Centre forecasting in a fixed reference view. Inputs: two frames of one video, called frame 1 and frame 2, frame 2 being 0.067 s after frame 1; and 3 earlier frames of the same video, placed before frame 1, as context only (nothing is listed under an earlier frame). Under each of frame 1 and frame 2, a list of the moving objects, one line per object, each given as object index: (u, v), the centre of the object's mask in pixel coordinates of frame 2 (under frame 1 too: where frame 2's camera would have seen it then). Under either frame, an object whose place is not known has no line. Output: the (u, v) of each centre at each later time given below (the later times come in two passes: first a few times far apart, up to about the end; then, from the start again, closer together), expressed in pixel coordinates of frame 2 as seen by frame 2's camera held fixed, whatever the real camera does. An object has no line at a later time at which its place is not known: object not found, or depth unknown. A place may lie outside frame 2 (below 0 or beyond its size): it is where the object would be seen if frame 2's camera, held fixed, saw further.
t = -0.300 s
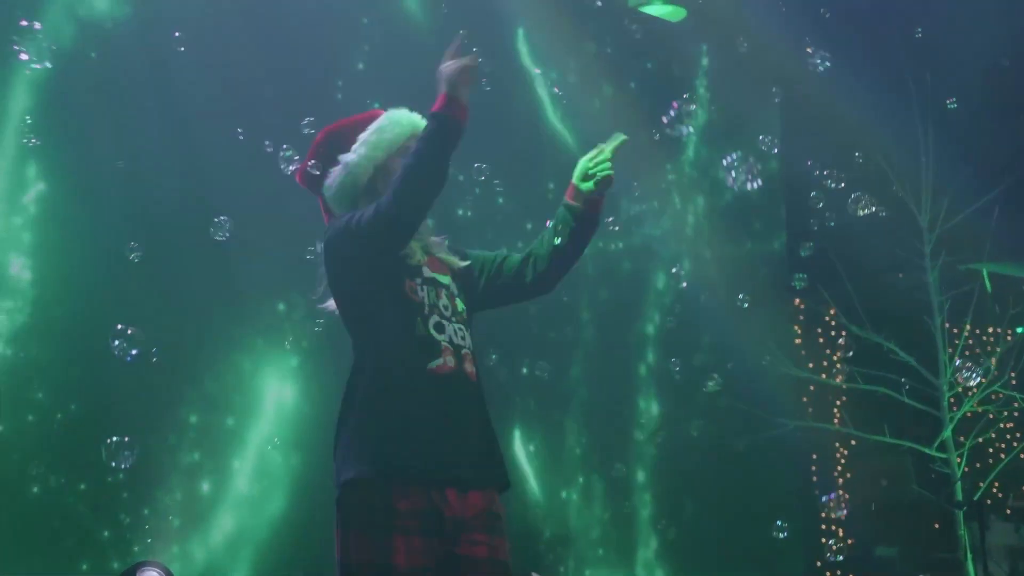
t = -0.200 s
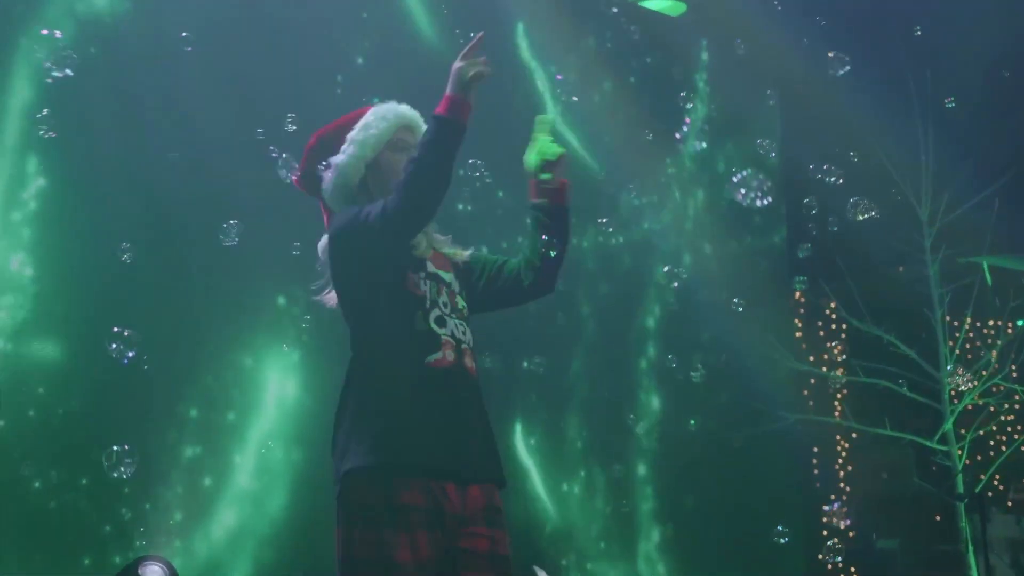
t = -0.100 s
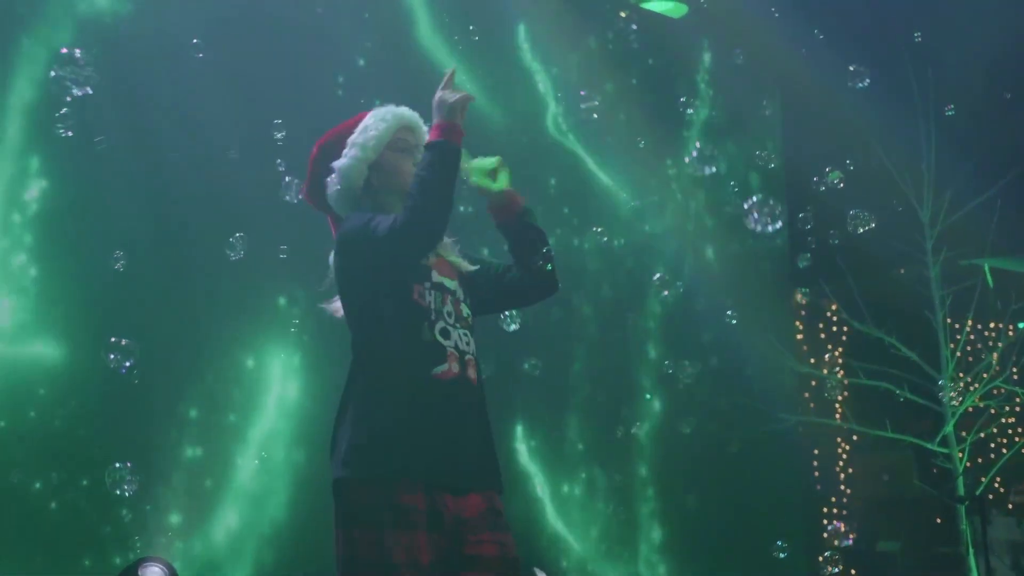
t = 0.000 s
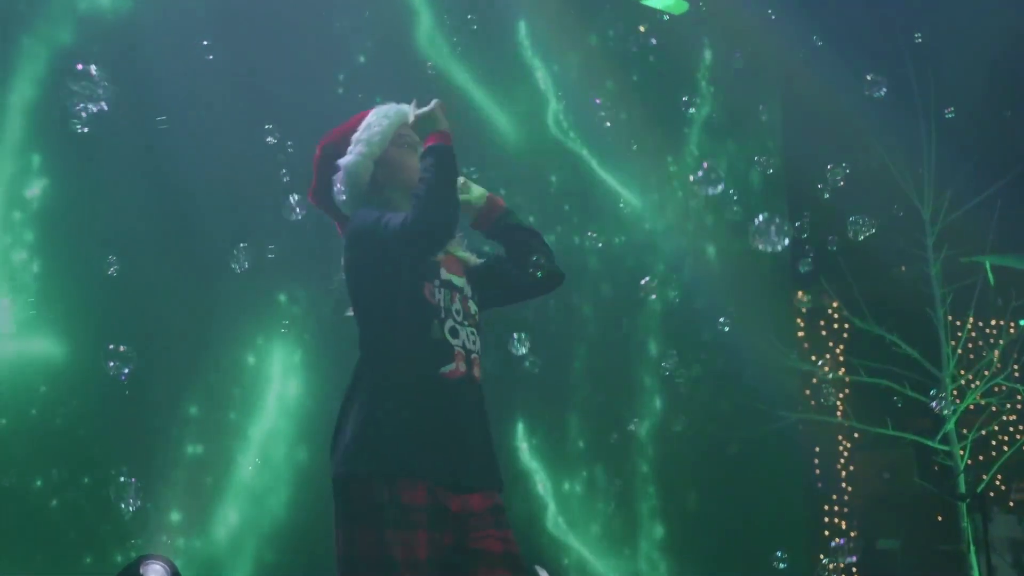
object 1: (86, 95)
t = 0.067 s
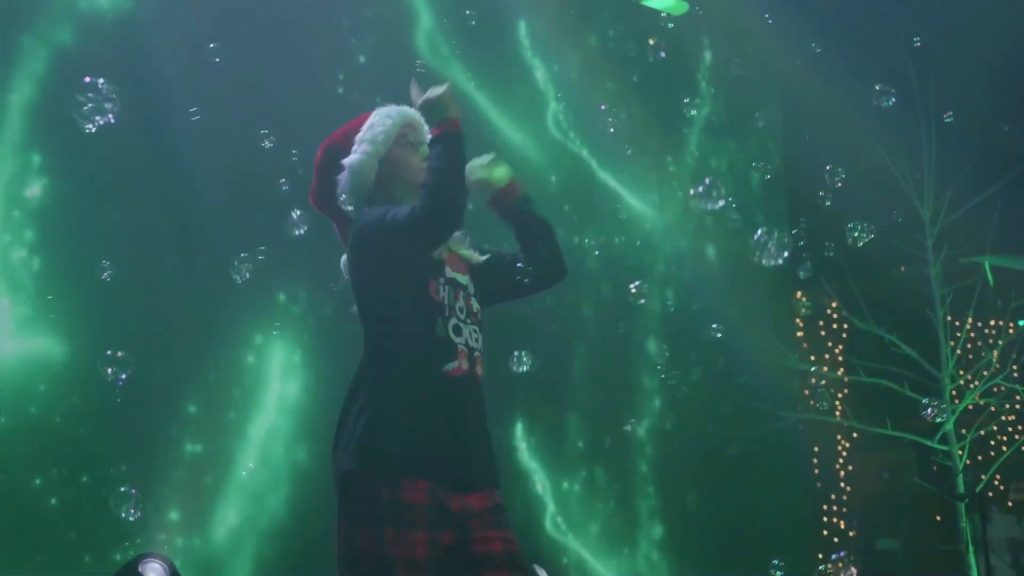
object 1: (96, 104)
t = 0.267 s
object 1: (112, 142)
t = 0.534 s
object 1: (123, 190)
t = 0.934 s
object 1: (132, 252)
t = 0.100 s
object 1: (98, 109)
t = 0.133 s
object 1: (103, 116)
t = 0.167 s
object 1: (107, 122)
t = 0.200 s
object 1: (108, 128)
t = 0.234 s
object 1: (110, 135)
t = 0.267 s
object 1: (112, 142)
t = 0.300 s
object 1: (115, 147)
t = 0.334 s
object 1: (116, 153)
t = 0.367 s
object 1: (120, 162)
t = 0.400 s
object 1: (119, 166)
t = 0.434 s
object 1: (121, 172)
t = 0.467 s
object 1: (122, 178)
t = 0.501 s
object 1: (123, 184)
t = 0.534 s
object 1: (123, 190)
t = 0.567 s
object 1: (125, 194)
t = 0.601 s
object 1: (125, 199)
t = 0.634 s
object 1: (125, 205)
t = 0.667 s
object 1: (125, 209)
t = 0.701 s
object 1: (126, 214)
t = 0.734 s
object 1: (127, 221)
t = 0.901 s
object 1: (131, 247)
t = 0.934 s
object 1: (132, 252)
